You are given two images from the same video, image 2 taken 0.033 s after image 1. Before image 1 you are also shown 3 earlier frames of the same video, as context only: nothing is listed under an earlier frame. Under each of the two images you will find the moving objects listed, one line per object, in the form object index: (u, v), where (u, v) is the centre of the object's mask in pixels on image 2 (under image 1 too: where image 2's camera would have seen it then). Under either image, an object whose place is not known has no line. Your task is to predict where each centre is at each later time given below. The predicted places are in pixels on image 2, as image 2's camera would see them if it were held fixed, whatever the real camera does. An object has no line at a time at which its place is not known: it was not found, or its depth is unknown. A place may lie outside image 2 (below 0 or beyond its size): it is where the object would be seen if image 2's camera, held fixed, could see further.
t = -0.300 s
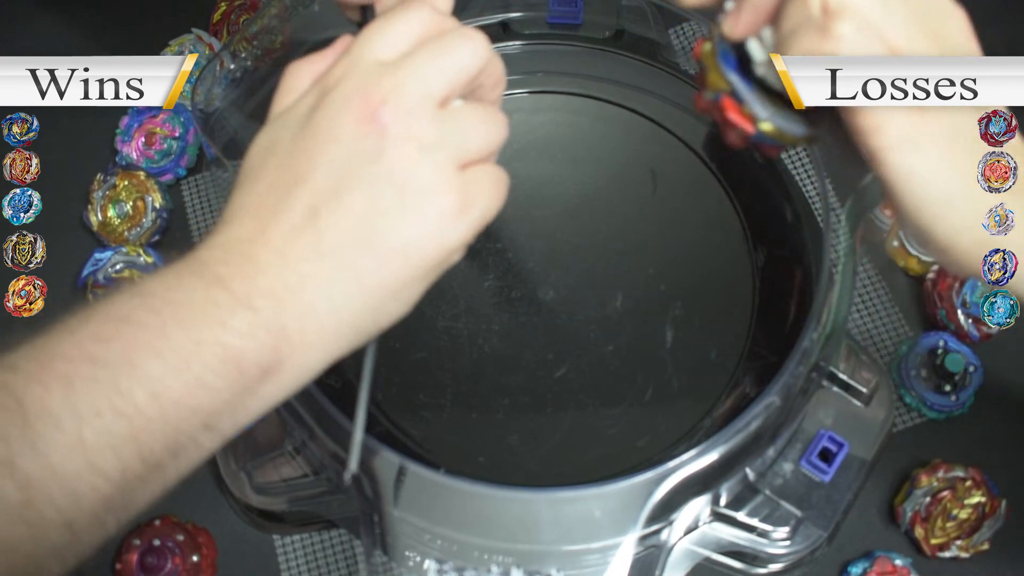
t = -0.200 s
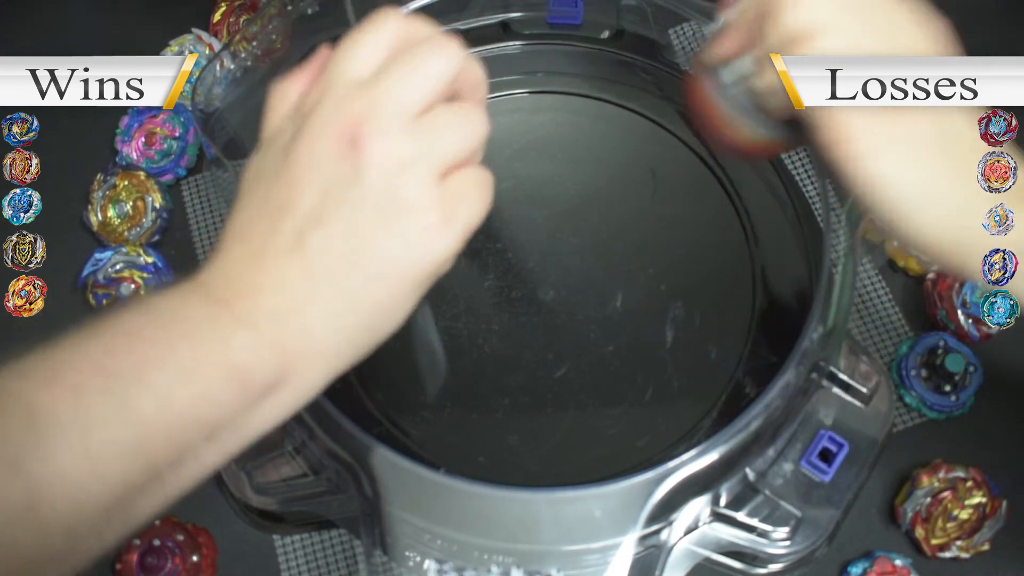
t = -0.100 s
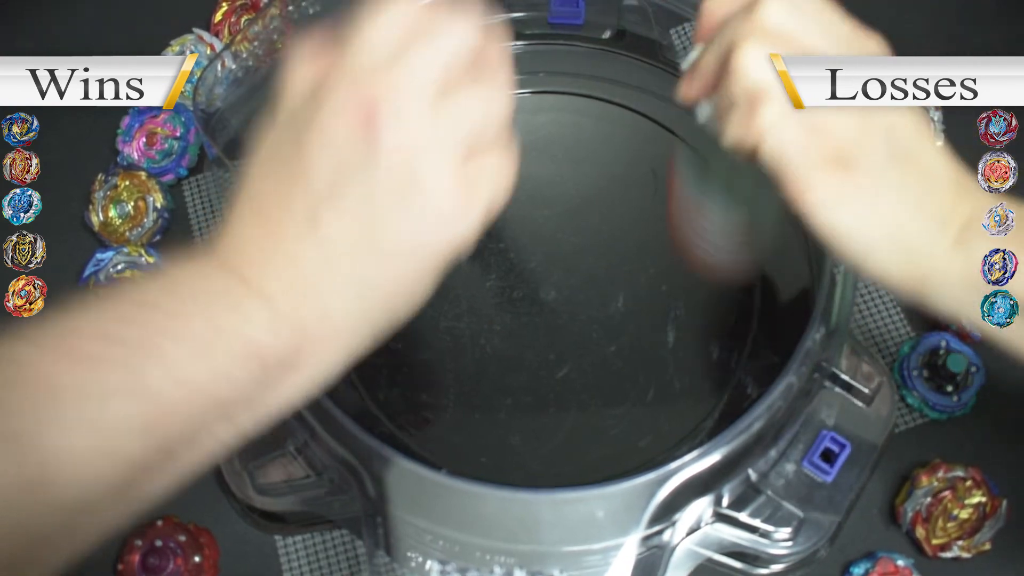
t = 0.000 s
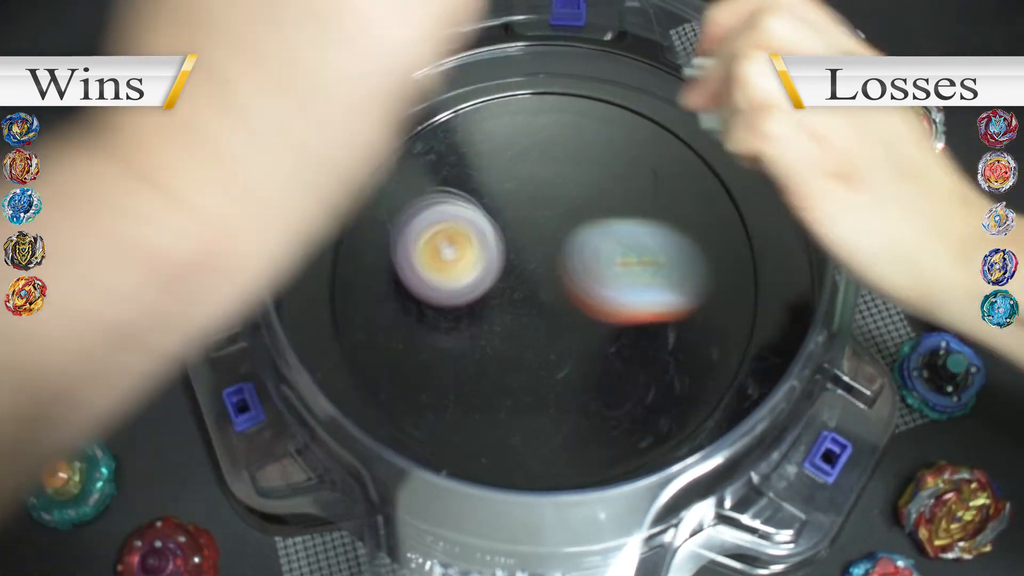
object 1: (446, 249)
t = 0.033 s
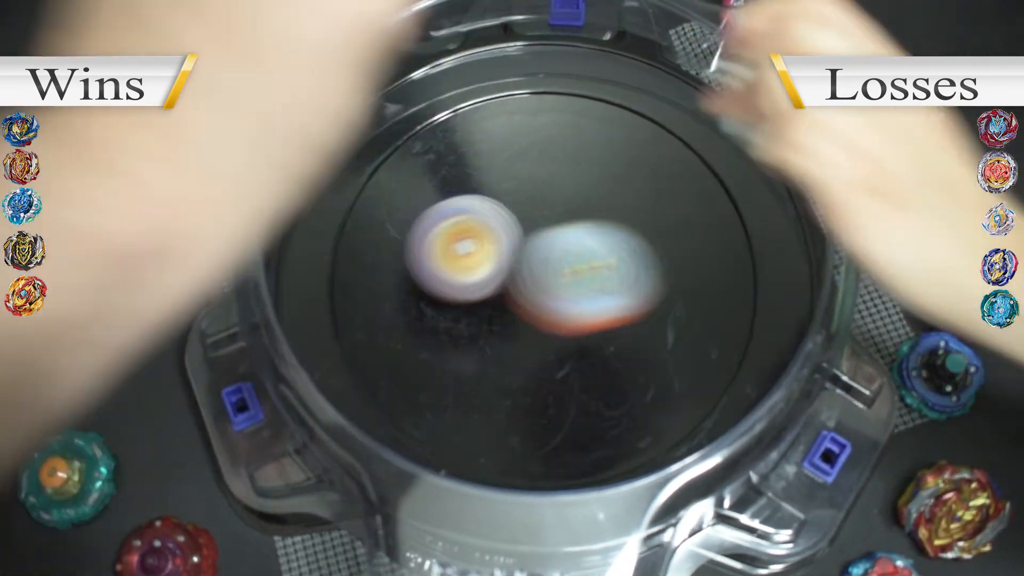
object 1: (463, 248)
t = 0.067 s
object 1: (474, 231)
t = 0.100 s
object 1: (492, 153)
